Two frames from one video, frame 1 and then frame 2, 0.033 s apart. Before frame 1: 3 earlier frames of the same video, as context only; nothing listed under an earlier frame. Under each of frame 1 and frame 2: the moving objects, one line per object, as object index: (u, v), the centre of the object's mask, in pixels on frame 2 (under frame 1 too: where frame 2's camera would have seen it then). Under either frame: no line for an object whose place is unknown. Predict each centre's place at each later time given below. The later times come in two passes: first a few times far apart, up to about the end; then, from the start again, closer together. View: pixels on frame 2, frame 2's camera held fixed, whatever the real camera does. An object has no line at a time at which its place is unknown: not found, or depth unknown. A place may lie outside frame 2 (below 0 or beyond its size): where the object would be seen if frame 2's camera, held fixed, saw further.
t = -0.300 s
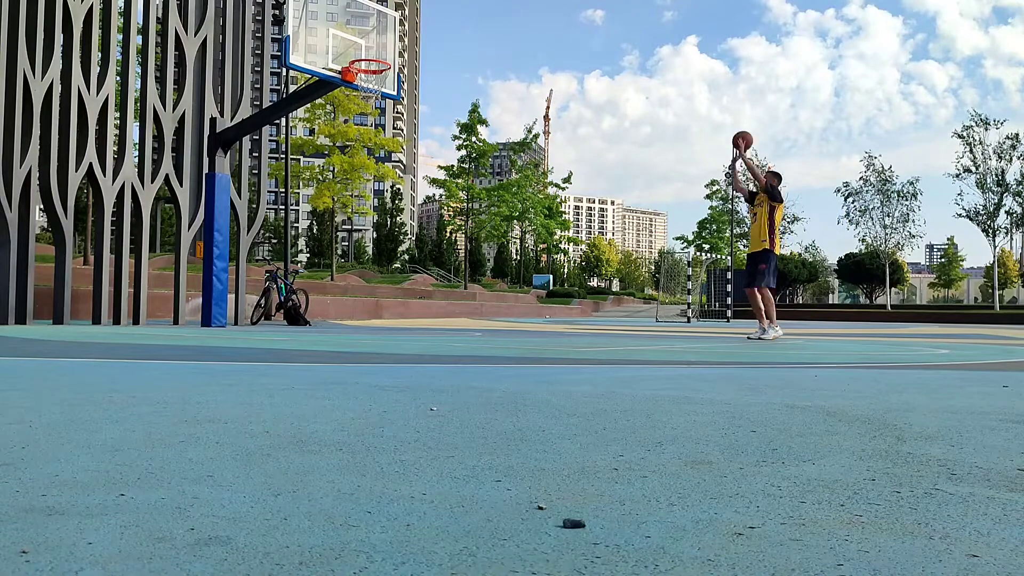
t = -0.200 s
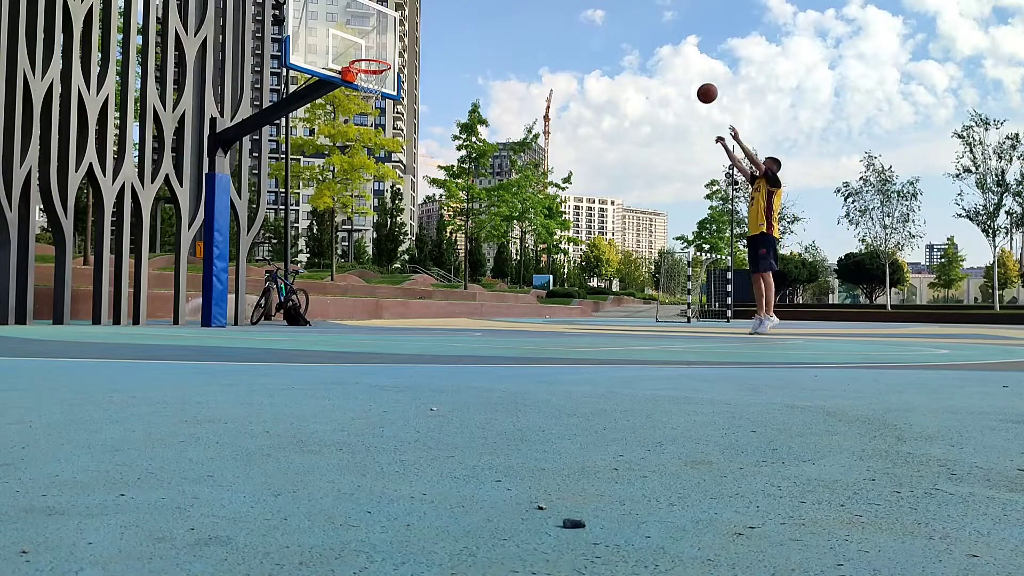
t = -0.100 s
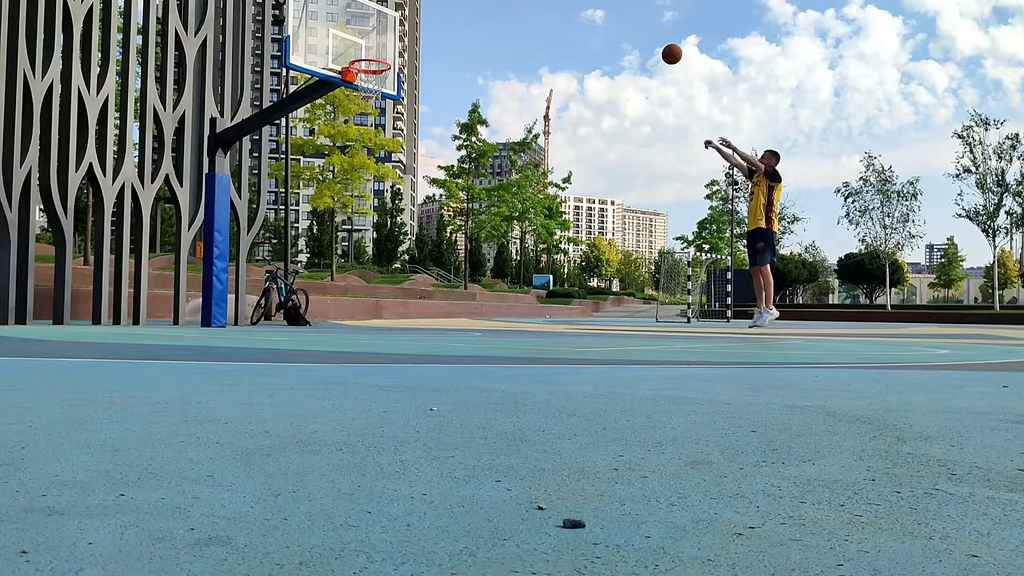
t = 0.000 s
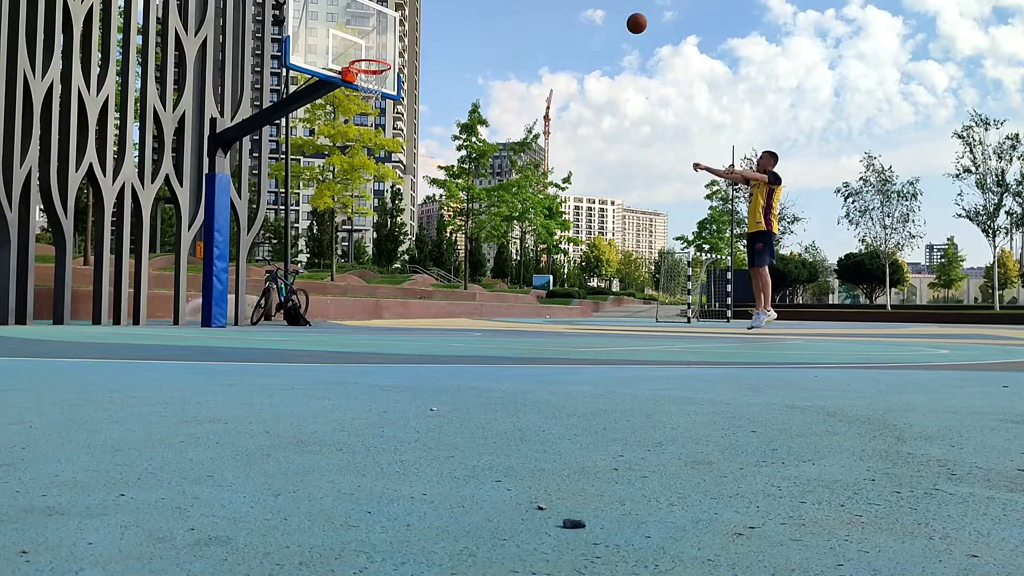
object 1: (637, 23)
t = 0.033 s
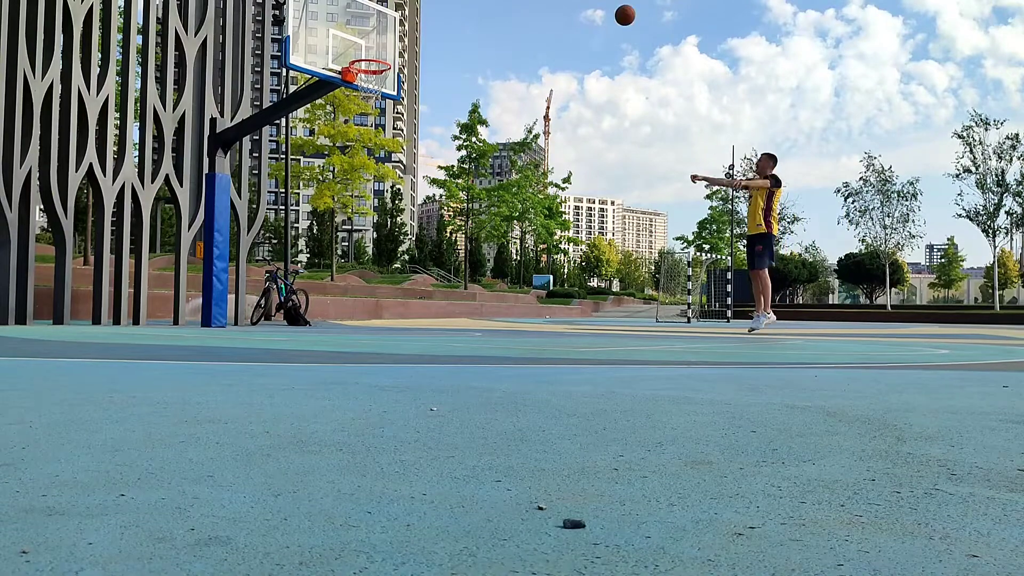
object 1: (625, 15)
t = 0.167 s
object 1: (578, 1)
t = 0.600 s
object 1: (424, 17)
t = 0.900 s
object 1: (346, 87)
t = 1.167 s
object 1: (334, 147)
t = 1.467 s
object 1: (317, 281)
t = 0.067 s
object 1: (613, 8)
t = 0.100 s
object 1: (602, 5)
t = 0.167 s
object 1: (578, 1)
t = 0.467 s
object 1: (472, 1)
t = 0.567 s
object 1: (436, 9)
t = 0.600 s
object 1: (424, 17)
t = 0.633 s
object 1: (412, 25)
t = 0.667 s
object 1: (400, 35)
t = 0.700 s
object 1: (388, 45)
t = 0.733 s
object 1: (376, 56)
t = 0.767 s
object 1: (365, 70)
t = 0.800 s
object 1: (356, 77)
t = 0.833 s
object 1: (351, 81)
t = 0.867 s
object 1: (348, 84)
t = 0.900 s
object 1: (346, 87)
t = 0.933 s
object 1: (344, 93)
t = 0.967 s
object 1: (342, 98)
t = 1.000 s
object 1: (341, 103)
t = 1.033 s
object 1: (340, 111)
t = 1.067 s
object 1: (338, 118)
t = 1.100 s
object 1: (337, 127)
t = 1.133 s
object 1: (335, 137)
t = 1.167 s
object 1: (334, 147)
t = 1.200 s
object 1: (332, 159)
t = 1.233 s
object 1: (331, 171)
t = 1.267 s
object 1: (329, 184)
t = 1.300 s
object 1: (327, 198)
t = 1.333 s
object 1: (326, 213)
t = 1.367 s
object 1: (324, 228)
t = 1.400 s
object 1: (322, 245)
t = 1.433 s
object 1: (320, 263)
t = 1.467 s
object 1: (317, 281)
